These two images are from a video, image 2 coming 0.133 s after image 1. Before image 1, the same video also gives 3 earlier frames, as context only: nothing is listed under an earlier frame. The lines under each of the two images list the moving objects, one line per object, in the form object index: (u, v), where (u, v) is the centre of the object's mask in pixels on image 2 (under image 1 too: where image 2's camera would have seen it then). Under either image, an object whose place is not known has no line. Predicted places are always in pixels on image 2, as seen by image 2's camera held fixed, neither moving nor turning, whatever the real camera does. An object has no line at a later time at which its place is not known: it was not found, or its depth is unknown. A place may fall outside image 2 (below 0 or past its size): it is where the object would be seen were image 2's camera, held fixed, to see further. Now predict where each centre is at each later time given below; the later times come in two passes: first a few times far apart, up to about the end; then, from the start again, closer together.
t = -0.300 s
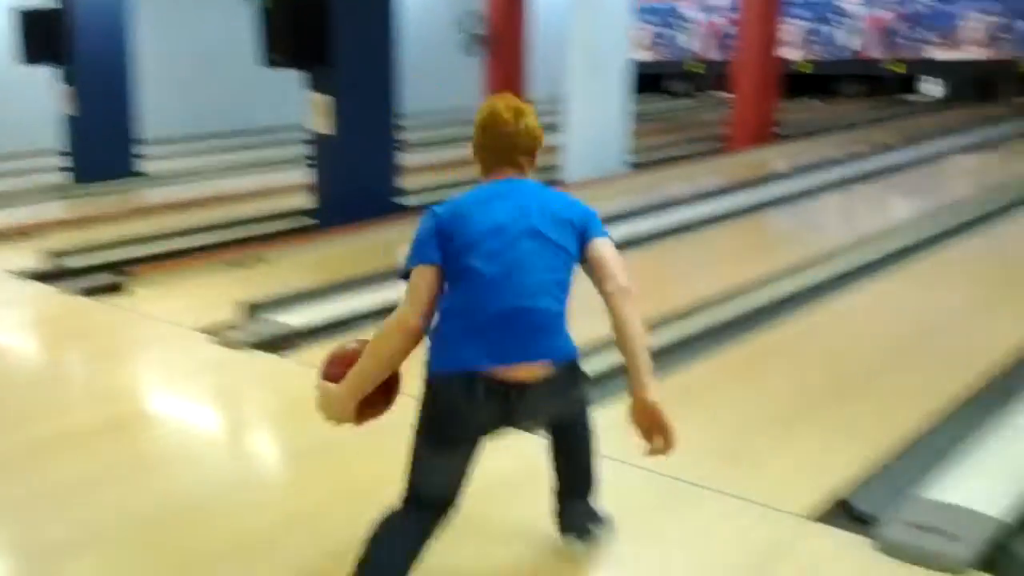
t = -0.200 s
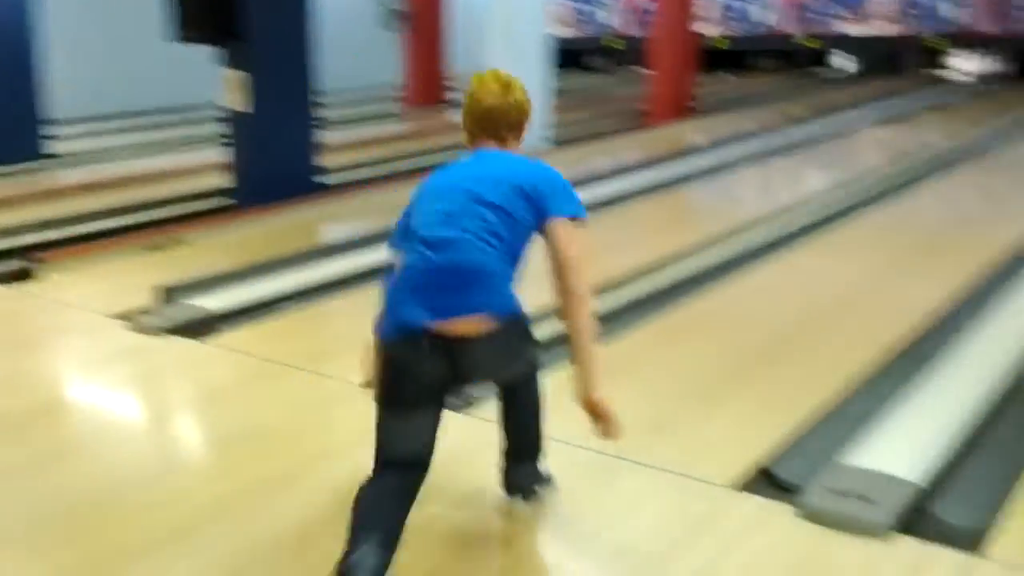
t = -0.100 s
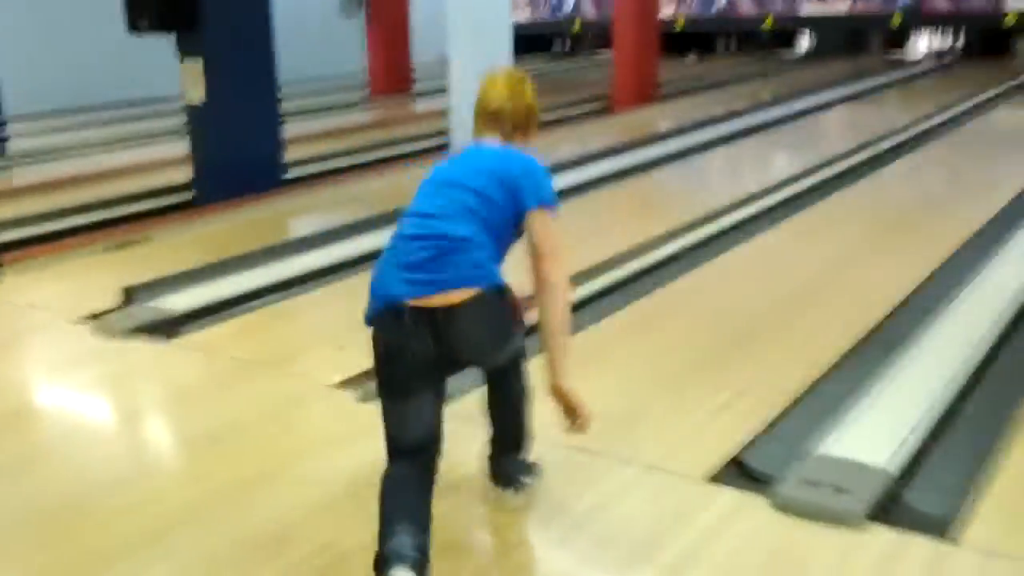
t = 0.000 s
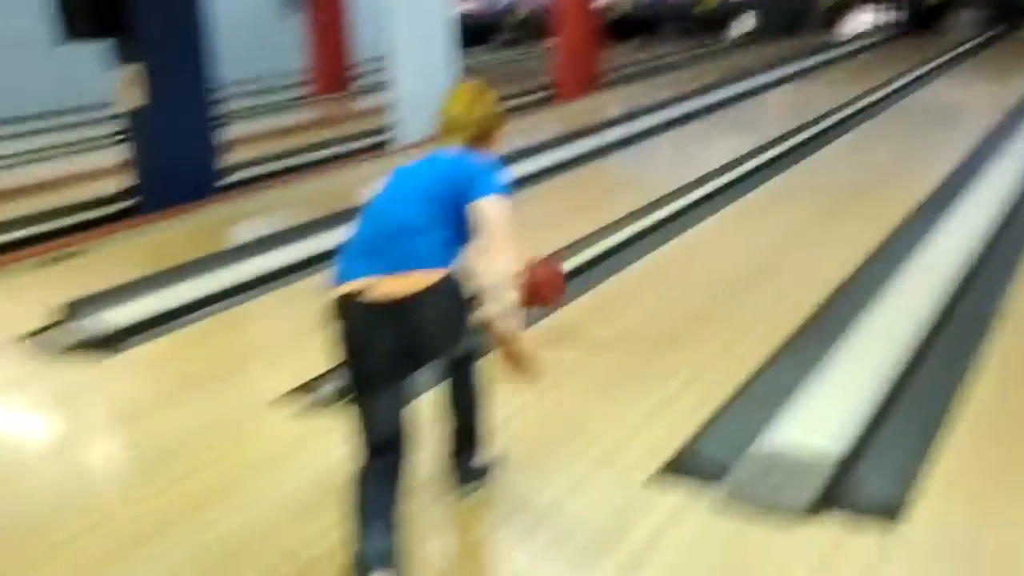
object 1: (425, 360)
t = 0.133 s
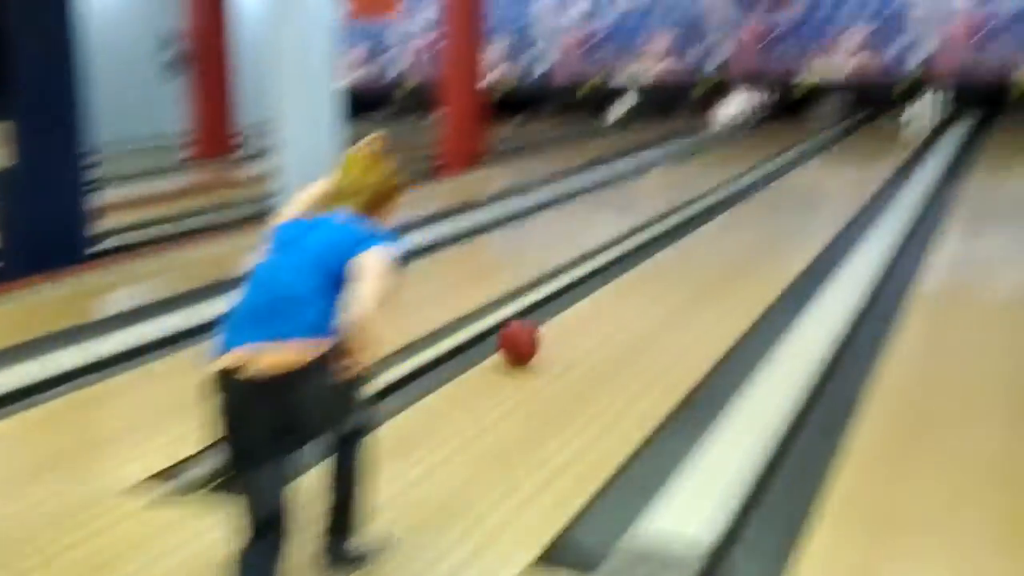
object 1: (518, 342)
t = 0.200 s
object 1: (554, 318)
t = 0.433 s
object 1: (651, 260)
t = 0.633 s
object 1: (707, 226)
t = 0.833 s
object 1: (748, 201)
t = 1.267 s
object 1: (812, 164)
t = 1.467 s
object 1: (834, 152)
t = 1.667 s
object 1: (852, 143)
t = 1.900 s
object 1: (870, 133)
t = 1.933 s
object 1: (871, 132)
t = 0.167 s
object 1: (534, 330)
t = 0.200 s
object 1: (554, 318)
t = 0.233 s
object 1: (570, 310)
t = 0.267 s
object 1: (586, 299)
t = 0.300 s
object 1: (601, 291)
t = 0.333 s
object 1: (614, 281)
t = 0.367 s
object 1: (627, 275)
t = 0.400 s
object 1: (639, 267)
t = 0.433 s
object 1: (651, 260)
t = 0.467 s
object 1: (662, 254)
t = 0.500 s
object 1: (672, 248)
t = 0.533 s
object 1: (681, 242)
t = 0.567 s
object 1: (690, 237)
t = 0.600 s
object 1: (699, 231)
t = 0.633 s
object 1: (707, 226)
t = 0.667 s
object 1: (714, 222)
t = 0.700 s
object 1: (722, 217)
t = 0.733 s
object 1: (730, 213)
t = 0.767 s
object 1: (736, 208)
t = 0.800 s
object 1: (742, 205)
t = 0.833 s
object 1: (748, 201)
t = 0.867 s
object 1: (754, 197)
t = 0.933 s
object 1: (766, 190)
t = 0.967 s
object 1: (772, 186)
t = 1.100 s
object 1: (790, 175)
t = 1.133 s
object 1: (795, 173)
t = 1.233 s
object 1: (809, 166)
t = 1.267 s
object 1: (812, 164)
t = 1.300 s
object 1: (816, 161)
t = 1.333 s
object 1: (820, 160)
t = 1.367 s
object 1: (823, 157)
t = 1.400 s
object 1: (826, 155)
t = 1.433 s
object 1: (831, 154)
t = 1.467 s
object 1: (834, 152)
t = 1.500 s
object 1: (837, 150)
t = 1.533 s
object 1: (840, 148)
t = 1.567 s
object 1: (843, 147)
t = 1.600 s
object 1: (846, 145)
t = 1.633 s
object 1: (849, 144)
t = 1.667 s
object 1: (852, 143)
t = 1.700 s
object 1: (855, 141)
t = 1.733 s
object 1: (858, 140)
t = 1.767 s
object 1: (860, 139)
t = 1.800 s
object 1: (863, 137)
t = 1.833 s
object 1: (865, 136)
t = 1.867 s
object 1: (868, 134)
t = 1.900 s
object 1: (870, 133)
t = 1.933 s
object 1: (871, 132)
